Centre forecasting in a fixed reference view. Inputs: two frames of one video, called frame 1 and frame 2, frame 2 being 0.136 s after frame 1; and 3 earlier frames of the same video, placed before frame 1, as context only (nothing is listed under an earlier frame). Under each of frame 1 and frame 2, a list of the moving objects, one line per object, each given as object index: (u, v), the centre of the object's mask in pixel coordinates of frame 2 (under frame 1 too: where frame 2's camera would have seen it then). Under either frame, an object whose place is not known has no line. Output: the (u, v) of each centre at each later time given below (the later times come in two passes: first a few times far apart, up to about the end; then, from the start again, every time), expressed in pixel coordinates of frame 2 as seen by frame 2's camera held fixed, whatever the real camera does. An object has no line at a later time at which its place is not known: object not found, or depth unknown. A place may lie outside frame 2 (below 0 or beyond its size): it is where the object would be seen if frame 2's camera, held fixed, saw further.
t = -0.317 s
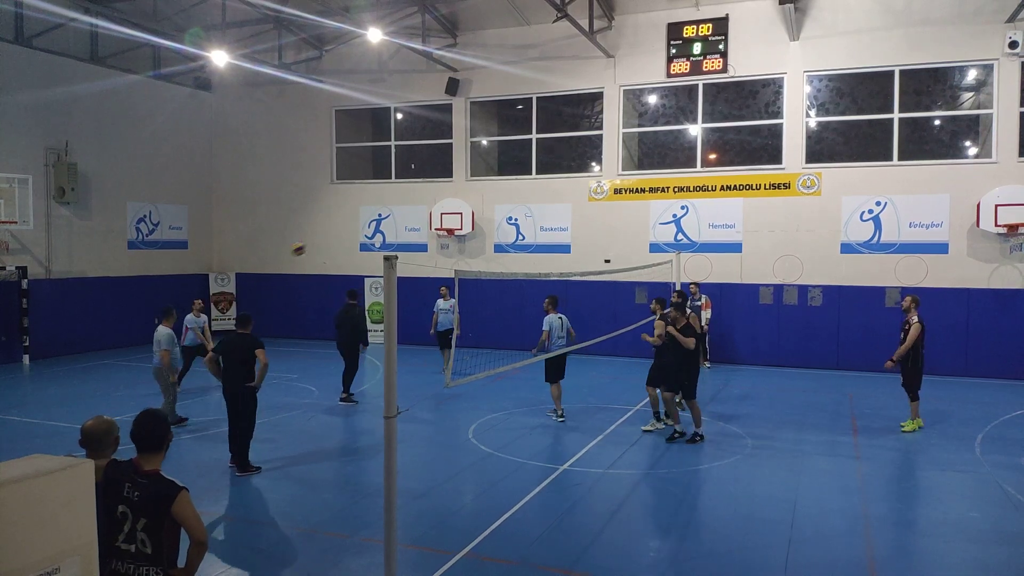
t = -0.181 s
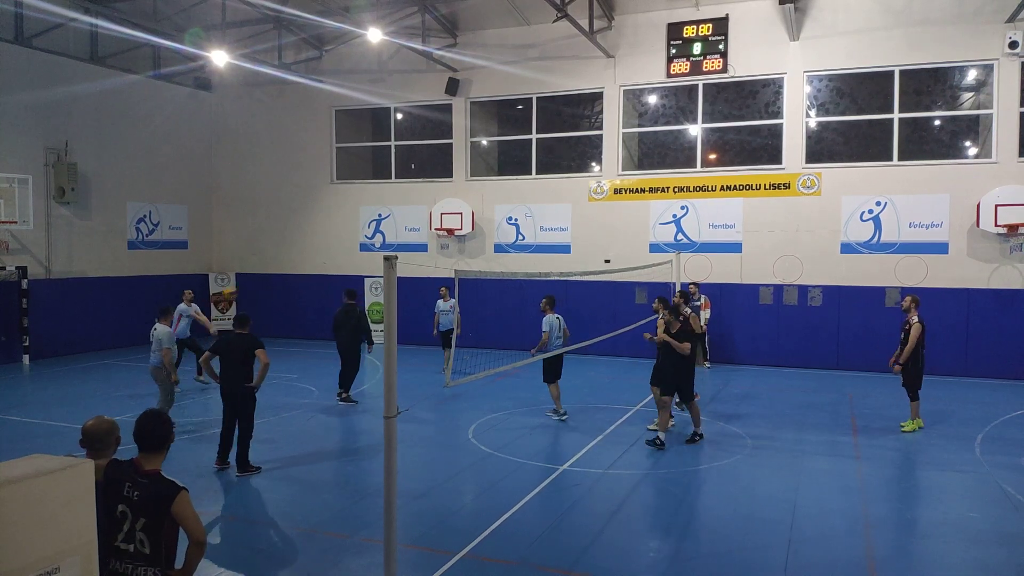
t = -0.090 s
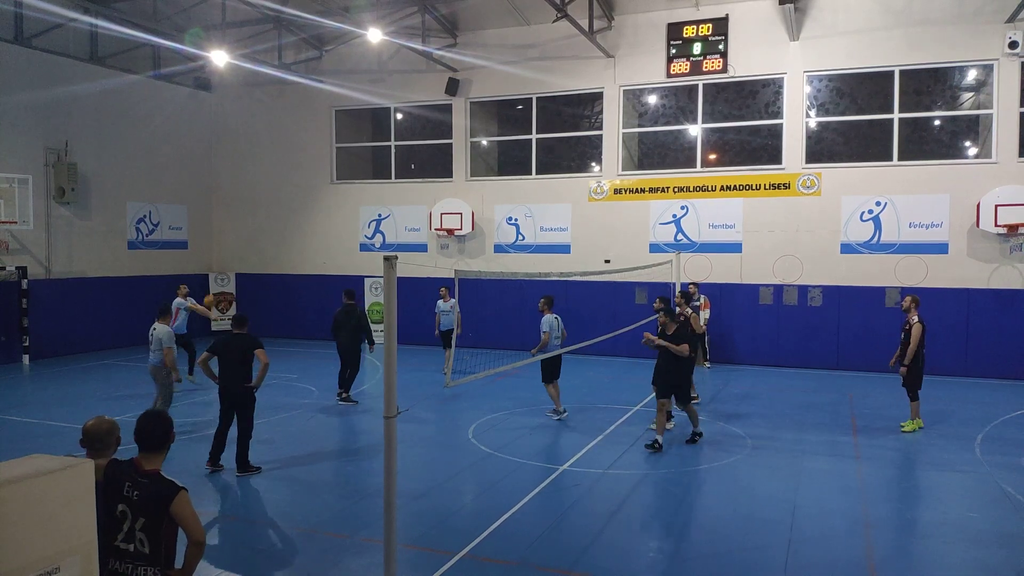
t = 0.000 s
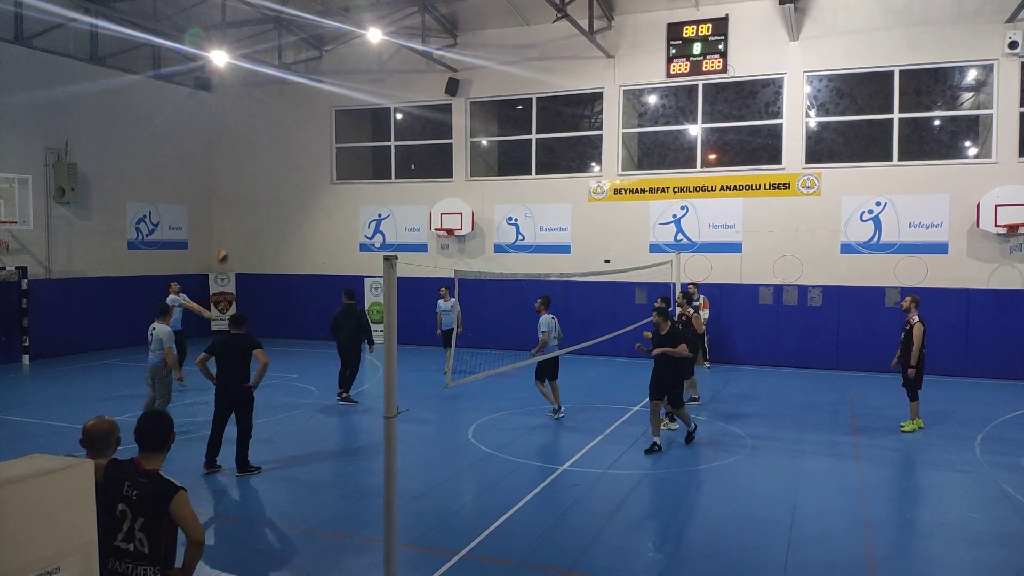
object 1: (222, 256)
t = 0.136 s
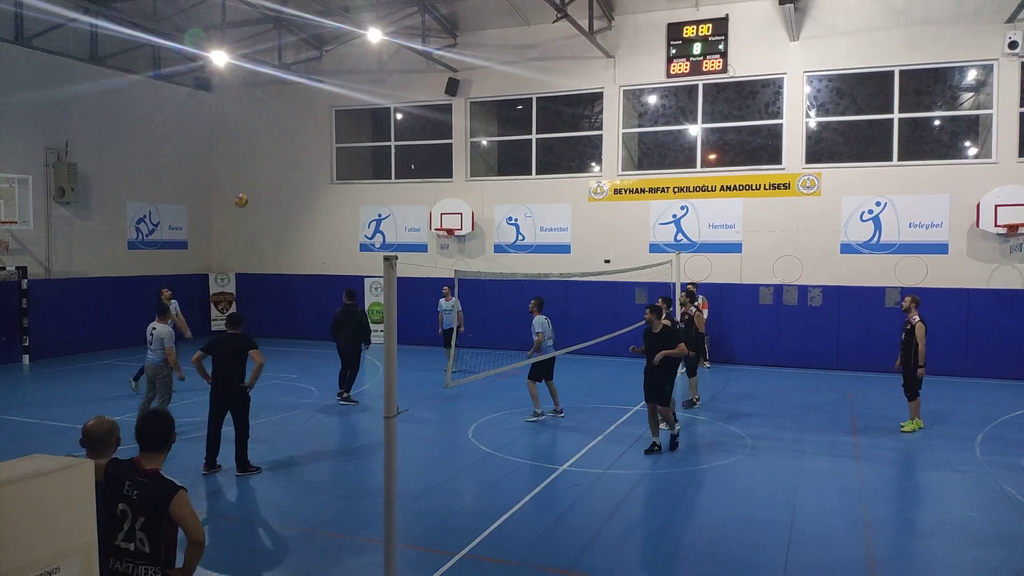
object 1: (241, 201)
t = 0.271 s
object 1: (257, 160)
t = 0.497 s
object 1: (285, 117)
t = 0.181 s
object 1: (247, 184)
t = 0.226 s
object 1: (249, 179)
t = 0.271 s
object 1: (257, 160)
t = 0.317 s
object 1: (264, 148)
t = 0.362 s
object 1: (268, 140)
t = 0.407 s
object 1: (274, 129)
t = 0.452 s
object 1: (280, 121)
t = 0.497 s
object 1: (285, 117)
